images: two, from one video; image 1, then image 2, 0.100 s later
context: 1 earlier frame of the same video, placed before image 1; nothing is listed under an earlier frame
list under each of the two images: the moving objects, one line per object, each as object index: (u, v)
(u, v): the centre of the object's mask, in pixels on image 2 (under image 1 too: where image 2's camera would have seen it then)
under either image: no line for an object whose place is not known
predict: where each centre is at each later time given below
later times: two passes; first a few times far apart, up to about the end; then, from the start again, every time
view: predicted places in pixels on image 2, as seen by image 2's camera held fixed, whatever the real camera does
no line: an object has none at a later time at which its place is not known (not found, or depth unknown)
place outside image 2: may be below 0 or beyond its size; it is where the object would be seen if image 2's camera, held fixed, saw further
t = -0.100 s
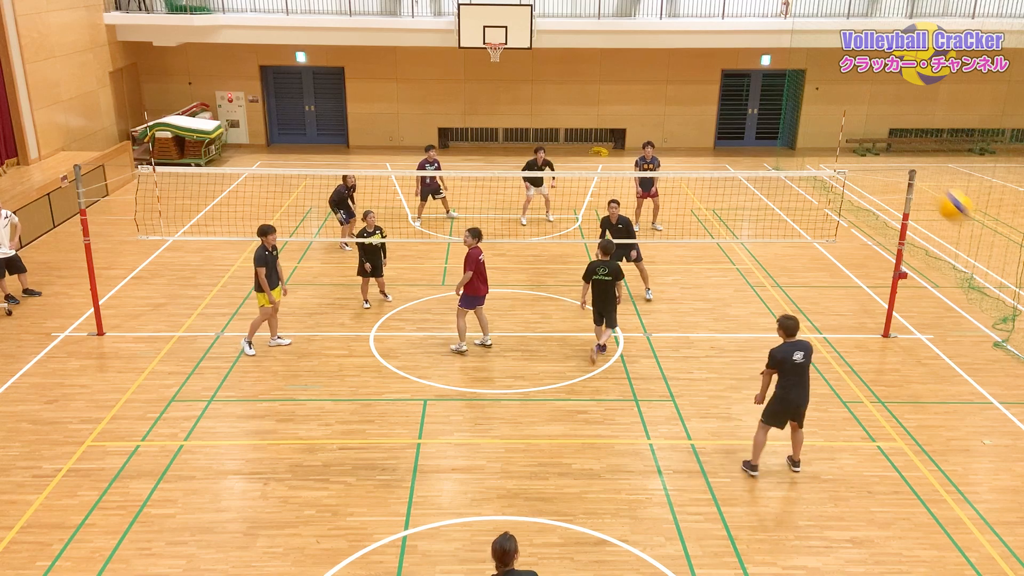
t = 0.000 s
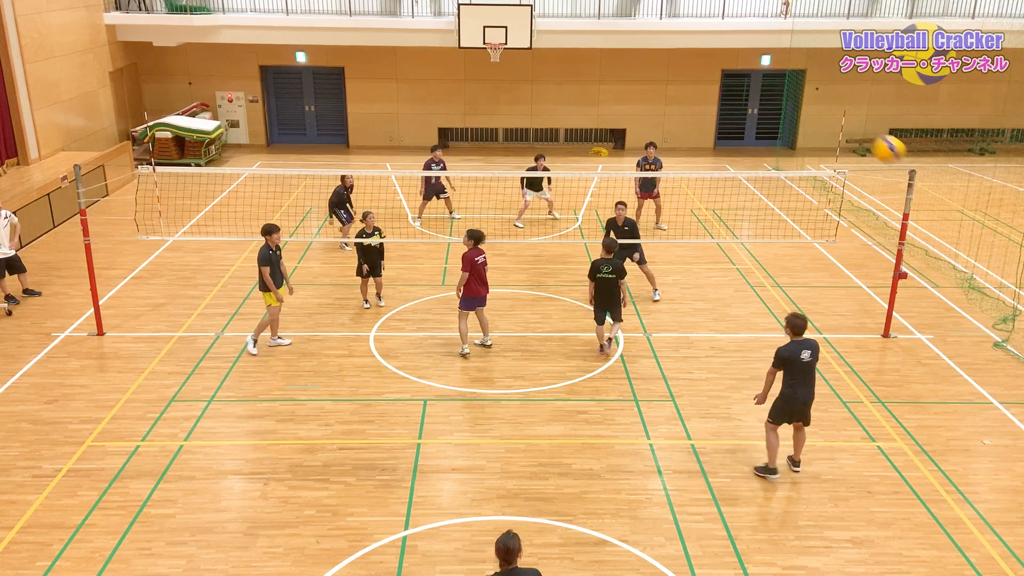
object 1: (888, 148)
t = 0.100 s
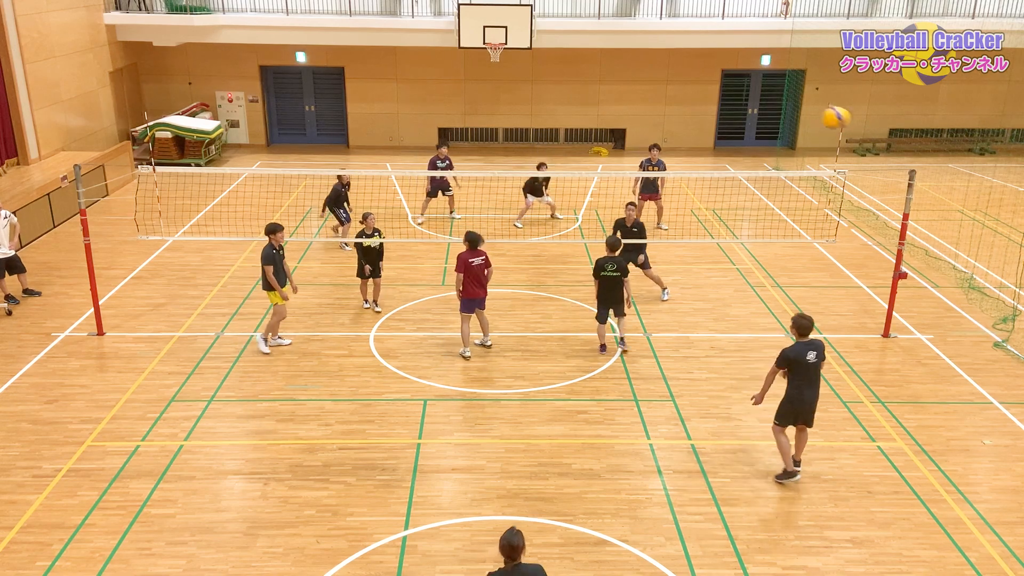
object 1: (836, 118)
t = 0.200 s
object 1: (790, 104)
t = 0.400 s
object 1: (722, 105)
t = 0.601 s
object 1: (670, 132)
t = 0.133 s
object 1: (821, 111)
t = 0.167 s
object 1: (805, 107)
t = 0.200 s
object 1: (790, 104)
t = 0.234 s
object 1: (778, 102)
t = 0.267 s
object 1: (765, 101)
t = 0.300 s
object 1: (753, 101)
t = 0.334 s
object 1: (742, 102)
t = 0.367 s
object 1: (732, 103)
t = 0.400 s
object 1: (722, 105)
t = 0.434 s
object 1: (712, 108)
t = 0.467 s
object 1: (703, 112)
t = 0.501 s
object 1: (694, 116)
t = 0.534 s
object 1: (685, 121)
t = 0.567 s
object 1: (678, 126)
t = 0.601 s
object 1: (670, 132)
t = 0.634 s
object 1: (663, 138)
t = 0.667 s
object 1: (656, 144)
